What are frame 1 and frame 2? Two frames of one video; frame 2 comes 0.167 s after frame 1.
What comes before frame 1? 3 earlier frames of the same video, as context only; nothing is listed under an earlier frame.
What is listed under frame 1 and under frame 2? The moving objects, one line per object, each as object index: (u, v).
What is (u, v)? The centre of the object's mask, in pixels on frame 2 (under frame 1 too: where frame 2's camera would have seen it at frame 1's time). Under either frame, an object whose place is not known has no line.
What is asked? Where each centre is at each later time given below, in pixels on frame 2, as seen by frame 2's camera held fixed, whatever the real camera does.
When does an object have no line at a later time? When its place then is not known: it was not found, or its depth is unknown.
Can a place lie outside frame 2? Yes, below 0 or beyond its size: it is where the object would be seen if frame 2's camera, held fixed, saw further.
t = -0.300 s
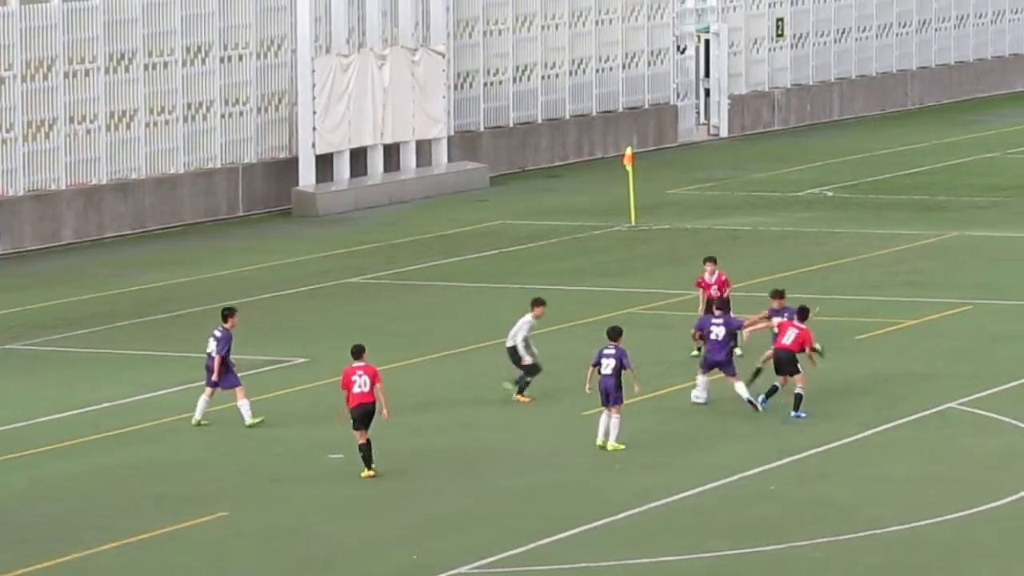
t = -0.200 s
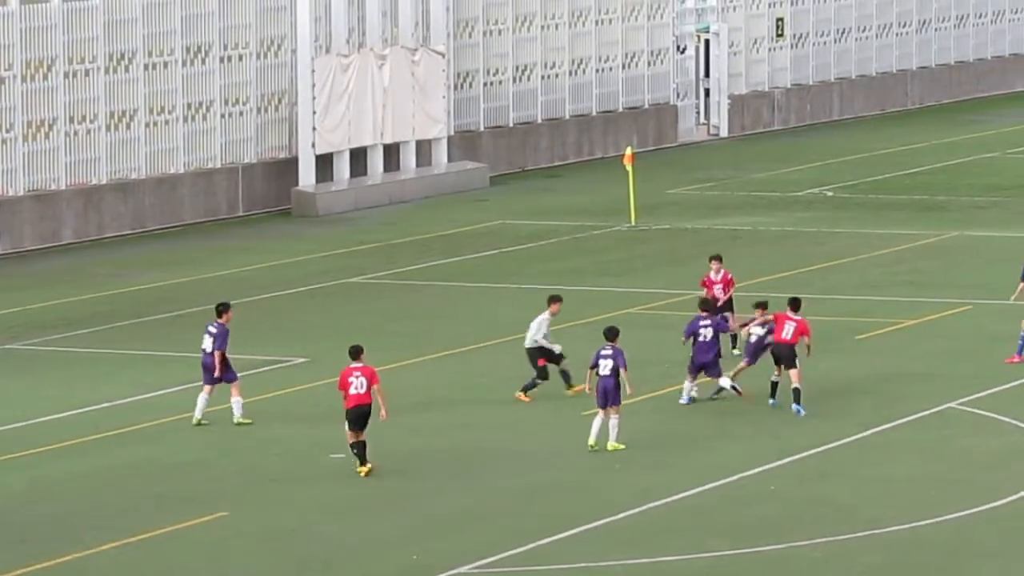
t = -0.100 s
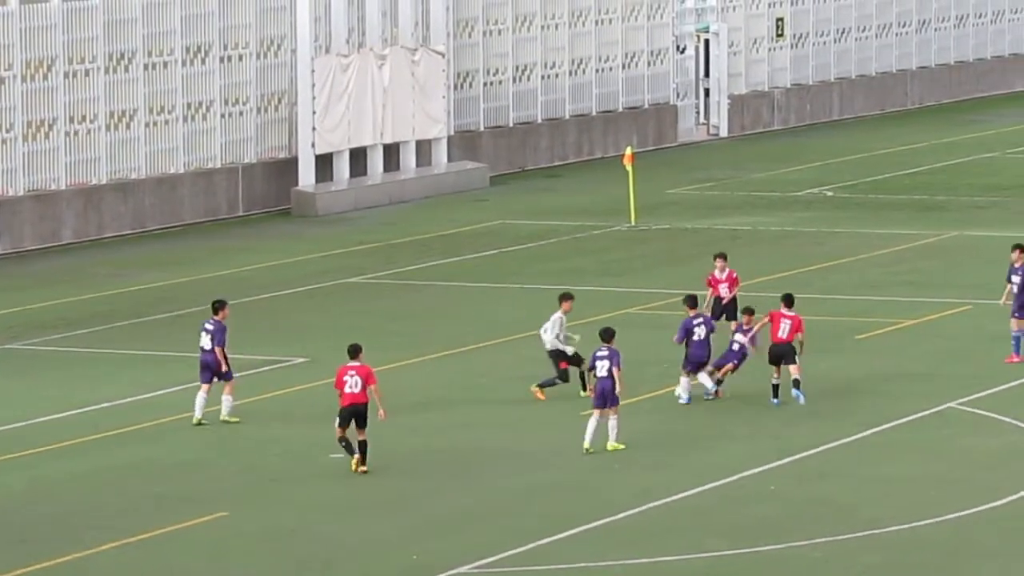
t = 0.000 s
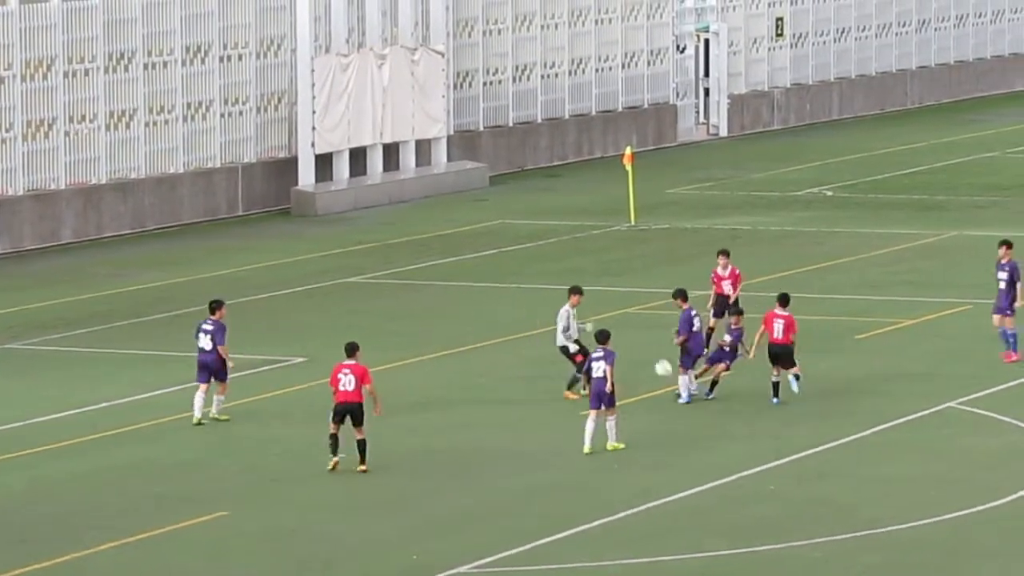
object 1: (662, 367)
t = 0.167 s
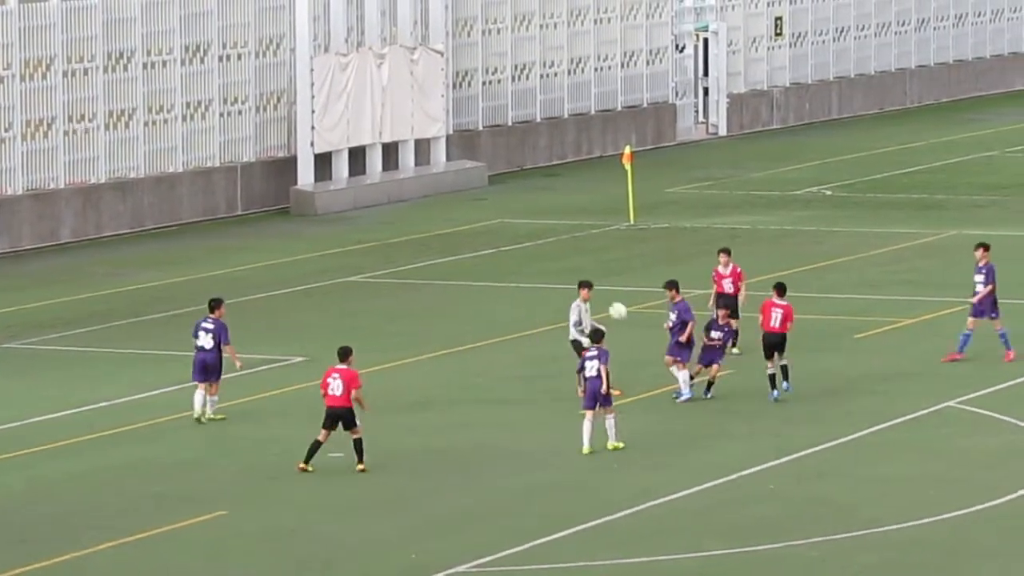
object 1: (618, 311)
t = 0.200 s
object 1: (609, 300)
